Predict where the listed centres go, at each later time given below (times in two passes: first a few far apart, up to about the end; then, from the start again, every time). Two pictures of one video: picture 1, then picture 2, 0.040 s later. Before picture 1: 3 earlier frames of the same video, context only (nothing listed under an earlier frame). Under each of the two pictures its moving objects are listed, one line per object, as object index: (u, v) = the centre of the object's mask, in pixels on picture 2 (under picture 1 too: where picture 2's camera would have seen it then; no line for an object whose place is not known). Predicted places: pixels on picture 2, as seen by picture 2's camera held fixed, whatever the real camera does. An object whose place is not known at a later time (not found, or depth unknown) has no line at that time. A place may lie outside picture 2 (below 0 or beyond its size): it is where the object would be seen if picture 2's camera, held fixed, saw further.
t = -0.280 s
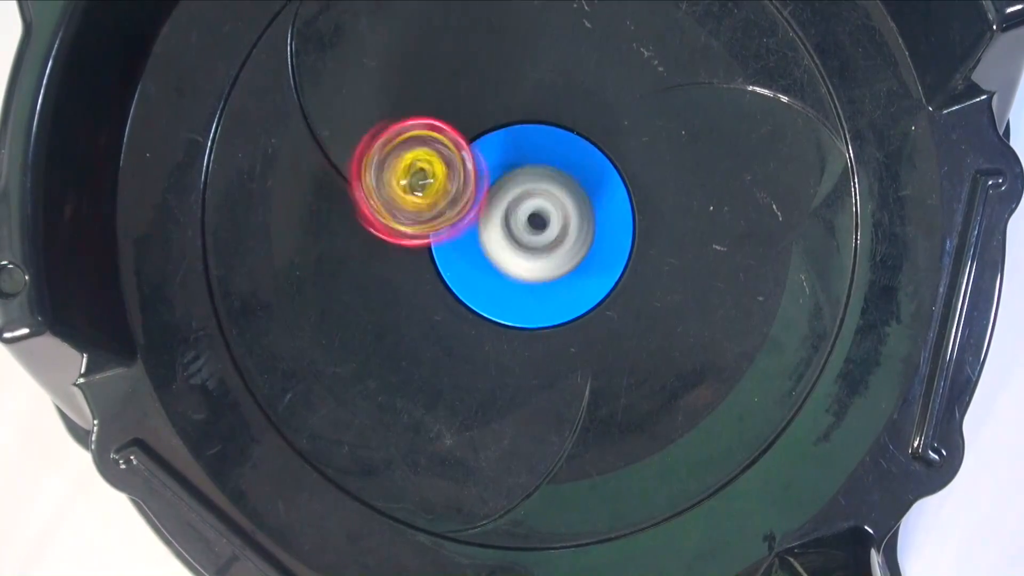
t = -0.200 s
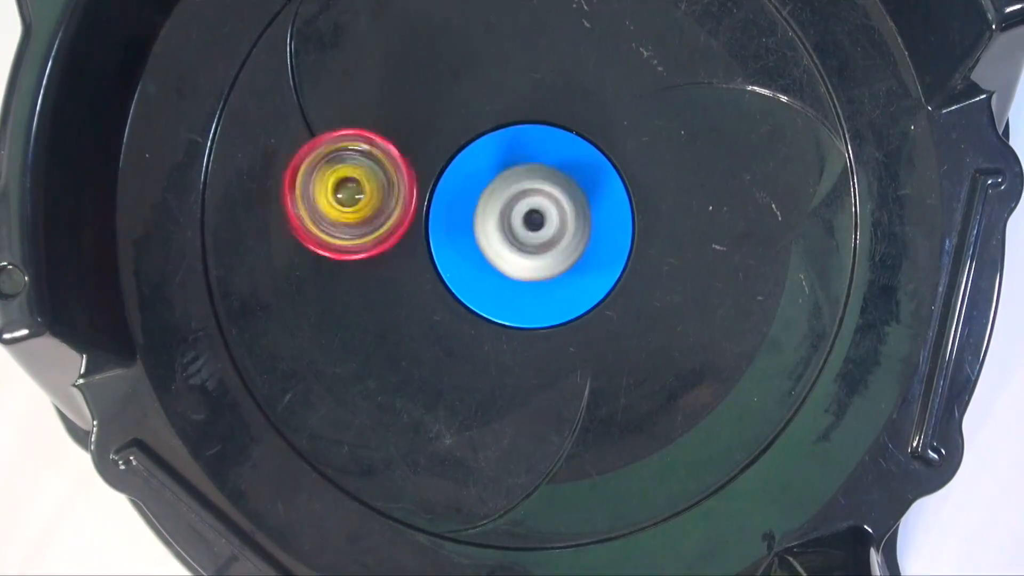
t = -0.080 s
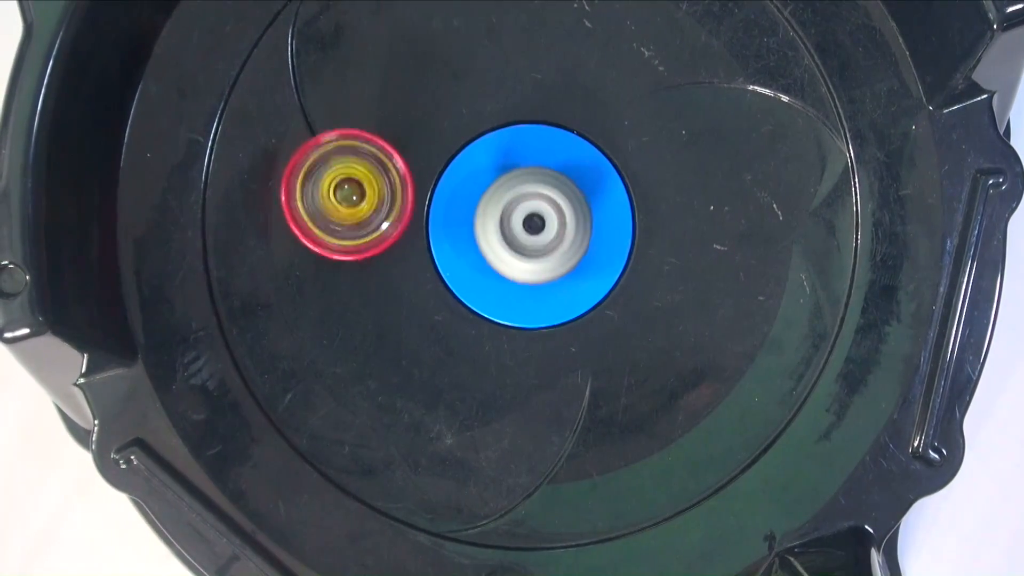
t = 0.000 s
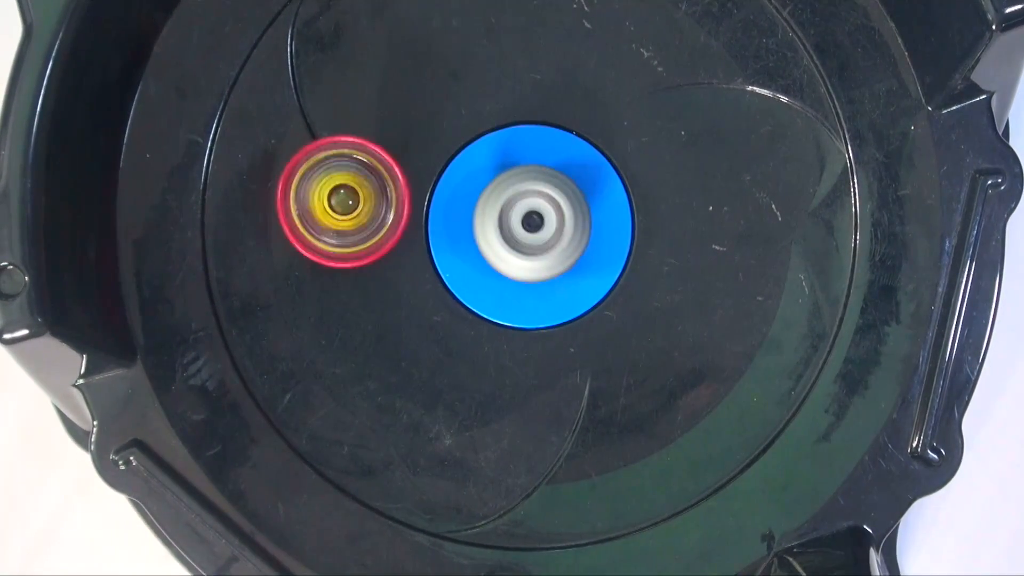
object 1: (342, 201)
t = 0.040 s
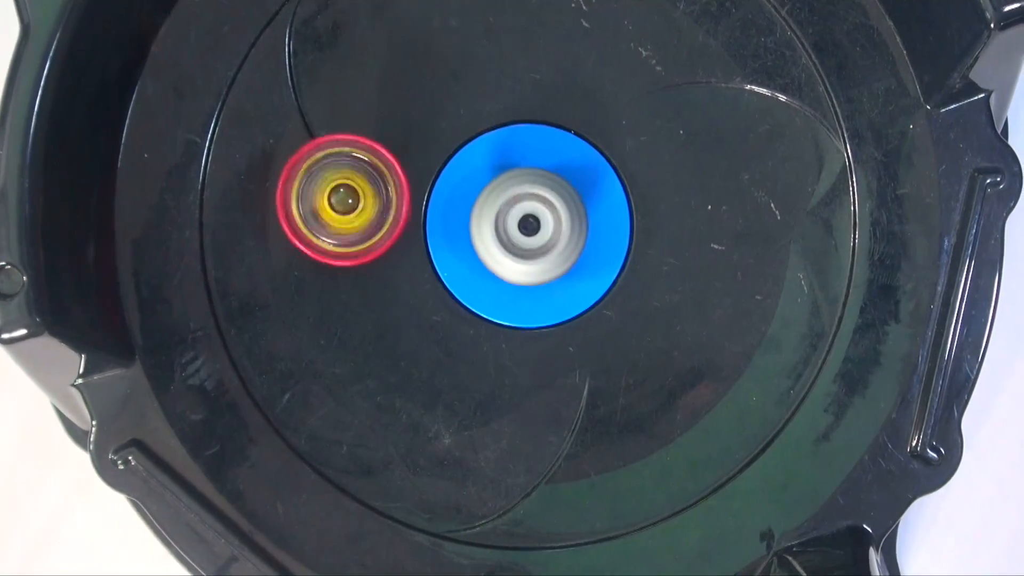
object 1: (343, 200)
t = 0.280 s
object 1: (348, 215)
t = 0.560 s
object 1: (357, 235)
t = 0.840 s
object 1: (360, 253)
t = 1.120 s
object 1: (369, 267)
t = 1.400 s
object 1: (377, 282)
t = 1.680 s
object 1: (387, 295)
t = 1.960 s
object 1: (397, 306)
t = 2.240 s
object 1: (409, 318)
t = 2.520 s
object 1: (421, 328)
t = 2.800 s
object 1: (432, 337)
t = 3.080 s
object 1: (443, 344)
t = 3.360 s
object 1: (456, 349)
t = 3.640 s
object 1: (469, 355)
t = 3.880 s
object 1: (480, 357)
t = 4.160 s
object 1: (492, 358)
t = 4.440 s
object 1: (504, 361)
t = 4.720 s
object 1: (516, 362)
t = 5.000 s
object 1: (526, 363)
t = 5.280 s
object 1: (536, 364)
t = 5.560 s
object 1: (546, 362)
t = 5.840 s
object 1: (558, 357)
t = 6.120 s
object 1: (564, 356)
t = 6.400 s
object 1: (578, 354)
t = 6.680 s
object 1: (583, 349)
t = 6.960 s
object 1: (596, 345)
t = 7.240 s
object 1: (599, 342)
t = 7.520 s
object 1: (610, 330)
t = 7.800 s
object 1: (622, 332)
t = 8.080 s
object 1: (617, 321)
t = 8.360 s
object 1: (635, 307)
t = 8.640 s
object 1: (637, 310)
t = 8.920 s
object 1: (633, 300)
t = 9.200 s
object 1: (641, 281)
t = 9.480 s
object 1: (655, 276)
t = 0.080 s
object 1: (345, 203)
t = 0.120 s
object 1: (344, 207)
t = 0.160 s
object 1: (346, 209)
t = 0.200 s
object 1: (347, 210)
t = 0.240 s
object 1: (348, 211)
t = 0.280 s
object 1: (348, 215)
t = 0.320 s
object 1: (349, 217)
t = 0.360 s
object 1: (353, 219)
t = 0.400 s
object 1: (355, 224)
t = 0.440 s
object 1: (354, 225)
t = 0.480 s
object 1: (355, 229)
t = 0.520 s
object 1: (356, 234)
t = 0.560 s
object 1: (357, 235)
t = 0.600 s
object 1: (358, 238)
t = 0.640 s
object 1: (357, 241)
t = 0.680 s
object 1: (358, 244)
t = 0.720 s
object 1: (359, 247)
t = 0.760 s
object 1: (361, 247)
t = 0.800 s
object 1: (361, 250)
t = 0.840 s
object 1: (360, 253)
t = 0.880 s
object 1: (363, 255)
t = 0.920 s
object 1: (364, 258)
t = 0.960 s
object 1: (364, 259)
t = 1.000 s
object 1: (364, 261)
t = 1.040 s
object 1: (365, 264)
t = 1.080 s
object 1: (368, 265)
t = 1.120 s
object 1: (369, 267)
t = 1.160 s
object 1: (368, 269)
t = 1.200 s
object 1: (370, 271)
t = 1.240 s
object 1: (372, 274)
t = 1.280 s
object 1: (373, 274)
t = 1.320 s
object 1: (374, 277)
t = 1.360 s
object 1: (375, 279)
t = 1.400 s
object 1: (377, 282)
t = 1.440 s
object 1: (380, 283)
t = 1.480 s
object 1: (379, 284)
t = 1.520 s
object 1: (381, 287)
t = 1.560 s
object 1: (383, 289)
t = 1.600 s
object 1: (385, 292)
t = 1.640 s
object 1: (386, 292)
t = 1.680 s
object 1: (387, 295)
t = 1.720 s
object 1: (389, 297)
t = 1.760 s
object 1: (392, 298)
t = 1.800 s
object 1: (393, 301)
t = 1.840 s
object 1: (392, 302)
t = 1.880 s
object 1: (395, 304)
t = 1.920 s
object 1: (397, 306)
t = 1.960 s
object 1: (397, 306)
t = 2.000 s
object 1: (398, 308)
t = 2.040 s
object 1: (400, 311)
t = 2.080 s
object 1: (402, 311)
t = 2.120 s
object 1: (404, 313)
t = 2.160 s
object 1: (404, 314)
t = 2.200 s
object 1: (406, 316)
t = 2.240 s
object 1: (409, 318)
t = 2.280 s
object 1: (409, 318)
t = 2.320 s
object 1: (411, 319)
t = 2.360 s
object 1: (414, 322)
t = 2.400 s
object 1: (416, 324)
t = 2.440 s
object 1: (417, 323)
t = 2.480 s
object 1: (418, 325)
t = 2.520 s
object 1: (421, 328)
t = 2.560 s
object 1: (423, 328)
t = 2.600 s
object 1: (425, 329)
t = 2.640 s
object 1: (425, 331)
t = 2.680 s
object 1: (429, 332)
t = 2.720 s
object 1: (430, 334)
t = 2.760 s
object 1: (430, 335)
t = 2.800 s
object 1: (432, 337)
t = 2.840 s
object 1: (435, 338)
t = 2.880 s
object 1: (435, 338)
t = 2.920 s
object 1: (436, 339)
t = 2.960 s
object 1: (438, 341)
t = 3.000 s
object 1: (441, 342)
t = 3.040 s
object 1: (442, 342)
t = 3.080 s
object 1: (443, 344)
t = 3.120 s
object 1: (446, 345)
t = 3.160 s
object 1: (448, 344)
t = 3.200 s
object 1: (450, 345)
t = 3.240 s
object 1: (450, 347)
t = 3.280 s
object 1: (454, 347)
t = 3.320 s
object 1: (456, 347)
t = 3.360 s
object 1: (456, 349)
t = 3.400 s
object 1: (459, 351)
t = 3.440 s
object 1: (462, 351)
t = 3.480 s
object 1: (462, 352)
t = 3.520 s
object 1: (464, 353)
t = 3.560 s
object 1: (467, 354)
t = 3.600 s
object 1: (468, 354)
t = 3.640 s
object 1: (469, 355)
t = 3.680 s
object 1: (472, 357)
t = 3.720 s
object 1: (474, 357)
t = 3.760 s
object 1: (474, 356)
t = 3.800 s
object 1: (476, 358)
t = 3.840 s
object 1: (478, 358)
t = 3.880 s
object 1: (480, 357)
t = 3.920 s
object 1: (481, 357)
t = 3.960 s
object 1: (483, 359)
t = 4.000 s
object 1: (485, 357)
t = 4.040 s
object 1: (486, 357)
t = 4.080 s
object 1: (488, 359)
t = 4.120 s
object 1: (491, 359)
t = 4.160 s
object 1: (492, 358)
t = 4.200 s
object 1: (493, 360)
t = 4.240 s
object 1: (496, 361)
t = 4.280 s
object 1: (498, 360)
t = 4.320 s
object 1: (500, 360)
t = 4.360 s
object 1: (501, 362)
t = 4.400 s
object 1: (503, 361)
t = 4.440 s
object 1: (504, 361)
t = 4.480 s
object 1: (505, 363)
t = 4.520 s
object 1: (508, 363)
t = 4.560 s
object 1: (509, 362)
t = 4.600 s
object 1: (510, 363)
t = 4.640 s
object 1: (513, 363)
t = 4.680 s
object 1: (515, 362)
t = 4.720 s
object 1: (516, 362)
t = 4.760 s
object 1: (517, 364)
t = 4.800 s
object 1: (520, 362)
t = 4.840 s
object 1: (521, 362)
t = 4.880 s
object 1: (521, 363)
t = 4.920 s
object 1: (524, 363)
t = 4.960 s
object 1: (525, 361)
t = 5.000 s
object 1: (526, 363)
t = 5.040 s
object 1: (529, 364)
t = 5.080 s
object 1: (530, 361)
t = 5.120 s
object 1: (531, 361)
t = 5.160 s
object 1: (534, 363)
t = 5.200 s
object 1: (535, 362)
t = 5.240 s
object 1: (535, 362)
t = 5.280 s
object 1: (536, 364)
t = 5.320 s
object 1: (539, 363)
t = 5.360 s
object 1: (539, 362)
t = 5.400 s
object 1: (540, 364)
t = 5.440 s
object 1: (543, 362)
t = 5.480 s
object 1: (543, 360)
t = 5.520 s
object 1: (544, 361)
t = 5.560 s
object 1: (546, 362)
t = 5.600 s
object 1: (546, 360)
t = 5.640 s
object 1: (548, 358)
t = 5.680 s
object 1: (552, 359)
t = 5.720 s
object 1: (554, 360)
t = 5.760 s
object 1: (552, 360)
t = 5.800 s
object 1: (555, 359)
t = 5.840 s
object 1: (558, 357)
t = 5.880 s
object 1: (558, 359)
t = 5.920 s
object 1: (558, 360)
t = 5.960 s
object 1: (560, 358)
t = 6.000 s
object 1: (560, 357)
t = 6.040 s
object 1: (564, 359)
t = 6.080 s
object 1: (565, 358)
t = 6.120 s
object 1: (564, 356)
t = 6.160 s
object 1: (566, 356)
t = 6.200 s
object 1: (569, 354)
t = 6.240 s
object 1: (569, 356)
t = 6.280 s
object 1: (570, 357)
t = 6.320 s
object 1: (573, 353)
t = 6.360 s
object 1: (574, 351)
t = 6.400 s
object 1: (578, 354)
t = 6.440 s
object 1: (578, 355)
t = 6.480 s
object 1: (575, 353)
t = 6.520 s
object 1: (578, 350)
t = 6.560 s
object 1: (584, 349)
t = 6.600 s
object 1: (583, 352)
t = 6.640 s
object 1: (582, 353)
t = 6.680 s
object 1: (583, 349)
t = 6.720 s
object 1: (587, 346)
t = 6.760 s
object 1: (590, 349)
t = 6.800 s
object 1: (590, 349)
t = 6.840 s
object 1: (587, 348)
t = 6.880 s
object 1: (589, 346)
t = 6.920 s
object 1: (592, 342)
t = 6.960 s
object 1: (596, 345)
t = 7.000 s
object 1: (596, 348)
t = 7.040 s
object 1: (594, 344)
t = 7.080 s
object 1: (594, 340)
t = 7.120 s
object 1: (600, 339)
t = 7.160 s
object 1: (603, 340)
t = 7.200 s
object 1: (601, 344)
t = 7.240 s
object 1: (599, 342)
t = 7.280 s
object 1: (601, 336)
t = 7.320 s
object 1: (605, 336)
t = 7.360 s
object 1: (610, 339)
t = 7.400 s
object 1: (607, 340)
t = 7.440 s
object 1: (603, 337)
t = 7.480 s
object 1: (607, 332)
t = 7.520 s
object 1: (610, 330)
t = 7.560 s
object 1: (615, 335)
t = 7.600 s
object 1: (615, 336)
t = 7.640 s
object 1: (609, 332)
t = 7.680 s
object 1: (610, 329)
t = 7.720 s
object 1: (615, 324)
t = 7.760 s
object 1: (621, 327)
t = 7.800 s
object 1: (622, 332)
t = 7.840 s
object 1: (616, 331)
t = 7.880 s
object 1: (613, 325)
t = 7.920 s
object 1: (620, 319)
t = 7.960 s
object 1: (628, 321)
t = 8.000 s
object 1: (628, 328)
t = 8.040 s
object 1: (621, 328)
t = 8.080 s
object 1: (617, 321)
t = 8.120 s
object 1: (622, 315)
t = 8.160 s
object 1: (633, 314)
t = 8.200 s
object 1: (633, 320)
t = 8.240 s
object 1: (626, 324)
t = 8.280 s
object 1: (622, 317)
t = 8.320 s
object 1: (623, 310)
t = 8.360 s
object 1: (635, 307)
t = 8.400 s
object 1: (637, 312)
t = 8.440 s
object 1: (631, 319)
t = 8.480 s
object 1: (627, 314)
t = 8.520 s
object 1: (626, 306)
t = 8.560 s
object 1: (635, 301)
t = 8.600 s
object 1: (640, 303)
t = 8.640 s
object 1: (637, 310)
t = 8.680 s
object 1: (633, 309)
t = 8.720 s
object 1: (630, 303)
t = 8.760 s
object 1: (635, 296)
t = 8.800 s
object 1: (642, 295)
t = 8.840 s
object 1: (644, 302)
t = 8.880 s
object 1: (639, 305)
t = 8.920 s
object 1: (633, 300)
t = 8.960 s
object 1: (634, 291)
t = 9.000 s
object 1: (642, 287)
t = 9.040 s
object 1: (649, 291)
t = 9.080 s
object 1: (647, 298)
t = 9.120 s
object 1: (641, 297)
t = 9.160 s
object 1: (635, 288)
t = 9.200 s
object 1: (641, 281)
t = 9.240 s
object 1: (651, 281)
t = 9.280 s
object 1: (652, 288)
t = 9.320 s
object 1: (648, 291)
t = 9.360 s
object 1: (638, 287)
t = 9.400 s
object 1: (639, 278)
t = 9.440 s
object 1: (649, 271)
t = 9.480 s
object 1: (655, 276)
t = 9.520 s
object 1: (655, 282)
